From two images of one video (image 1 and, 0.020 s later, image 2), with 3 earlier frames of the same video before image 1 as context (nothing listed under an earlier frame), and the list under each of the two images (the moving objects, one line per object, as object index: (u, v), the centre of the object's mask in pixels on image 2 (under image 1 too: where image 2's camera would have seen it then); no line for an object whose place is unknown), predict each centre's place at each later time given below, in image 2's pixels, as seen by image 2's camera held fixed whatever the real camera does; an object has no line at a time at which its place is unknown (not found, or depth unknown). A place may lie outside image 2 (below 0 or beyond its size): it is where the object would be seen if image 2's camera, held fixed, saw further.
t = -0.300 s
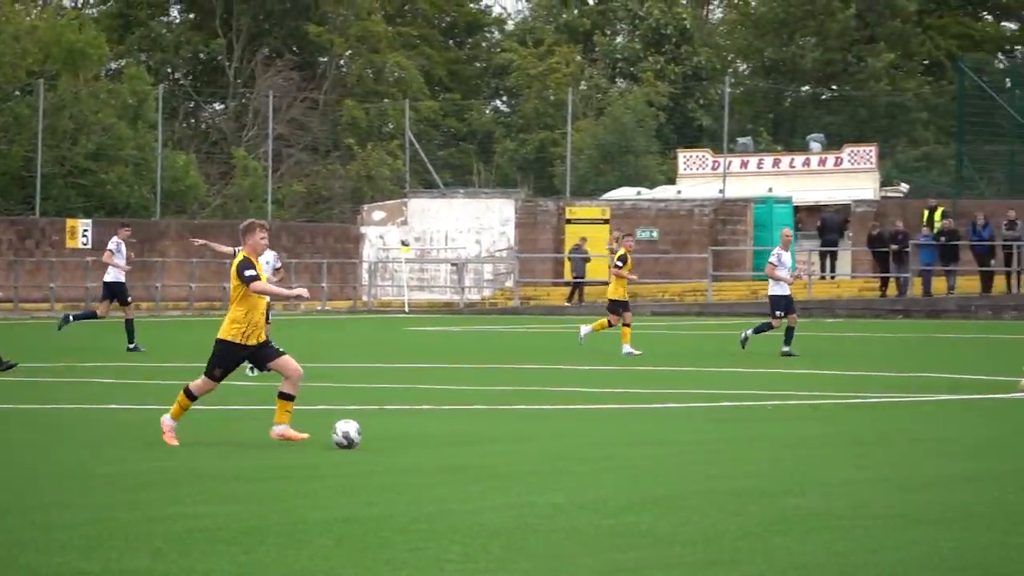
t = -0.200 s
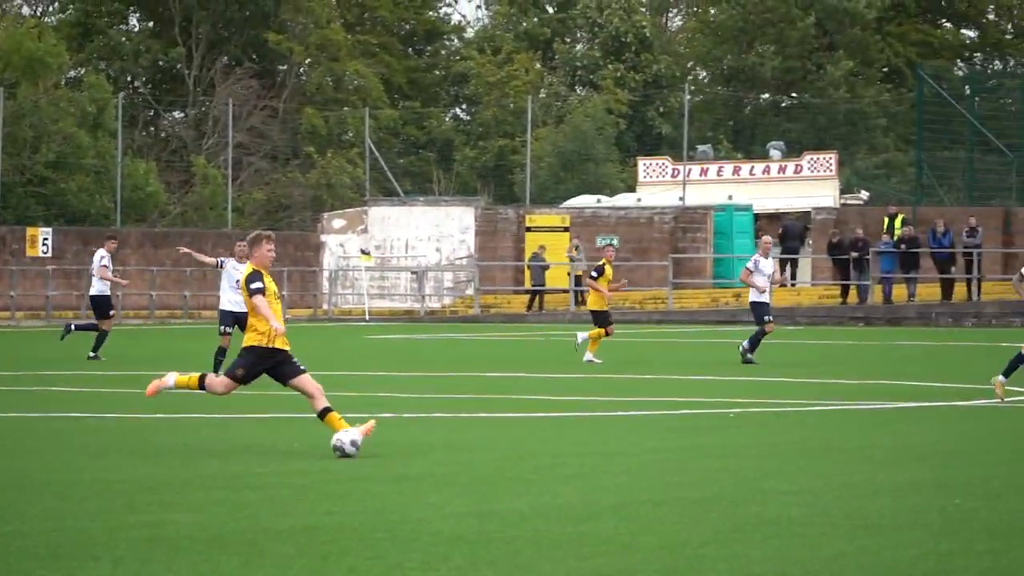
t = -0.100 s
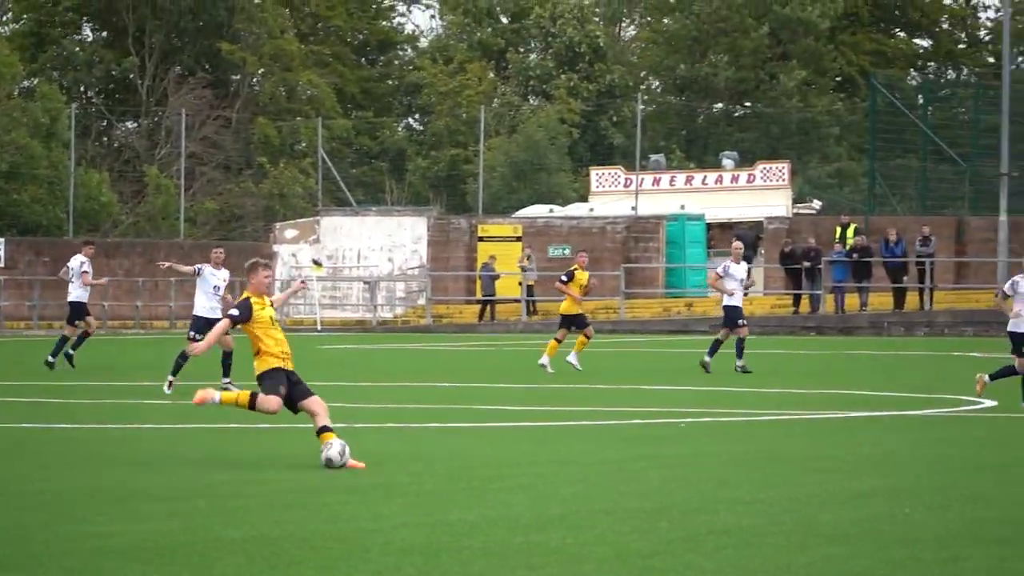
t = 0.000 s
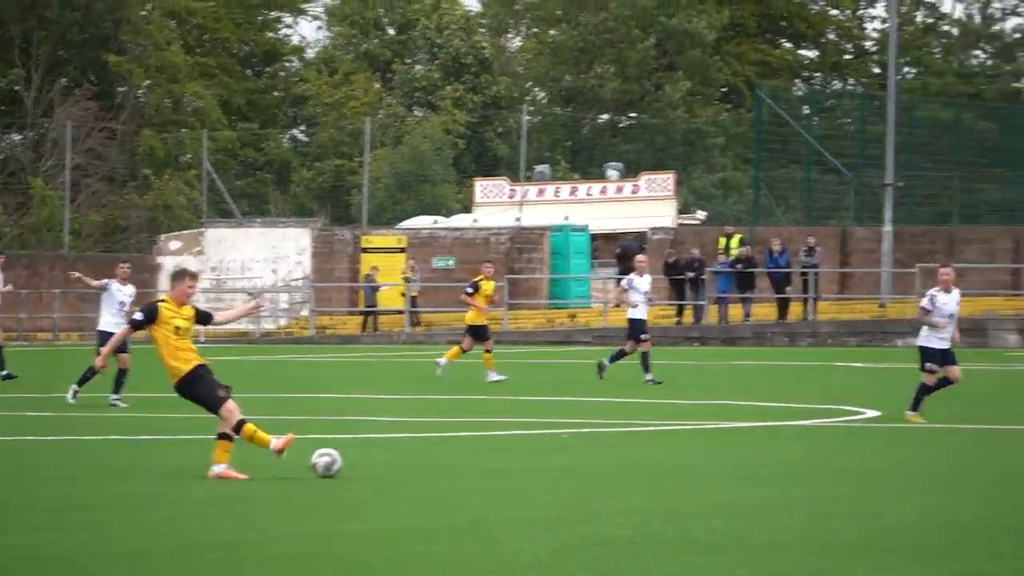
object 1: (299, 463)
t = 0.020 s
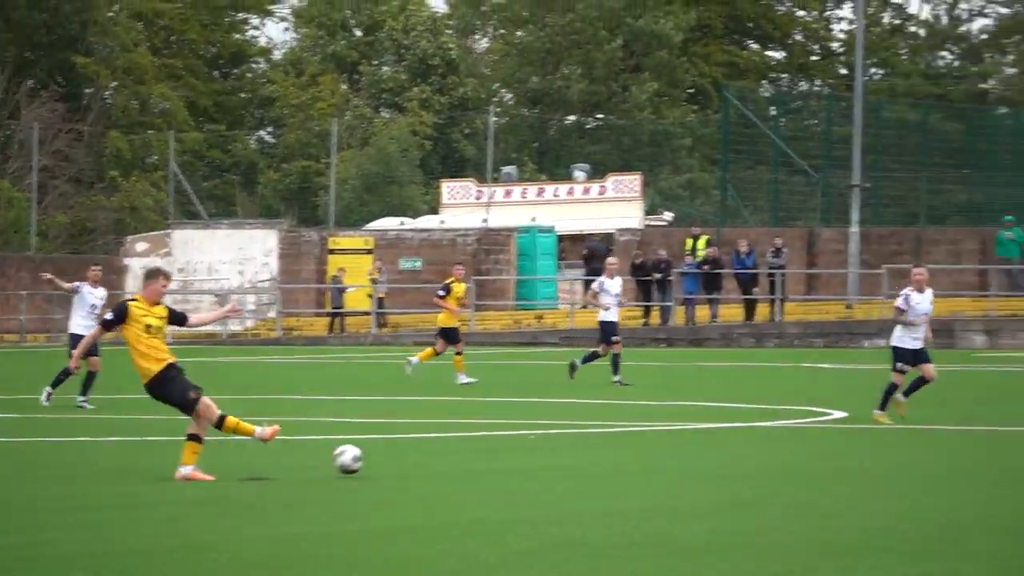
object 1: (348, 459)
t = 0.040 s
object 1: (395, 456)
